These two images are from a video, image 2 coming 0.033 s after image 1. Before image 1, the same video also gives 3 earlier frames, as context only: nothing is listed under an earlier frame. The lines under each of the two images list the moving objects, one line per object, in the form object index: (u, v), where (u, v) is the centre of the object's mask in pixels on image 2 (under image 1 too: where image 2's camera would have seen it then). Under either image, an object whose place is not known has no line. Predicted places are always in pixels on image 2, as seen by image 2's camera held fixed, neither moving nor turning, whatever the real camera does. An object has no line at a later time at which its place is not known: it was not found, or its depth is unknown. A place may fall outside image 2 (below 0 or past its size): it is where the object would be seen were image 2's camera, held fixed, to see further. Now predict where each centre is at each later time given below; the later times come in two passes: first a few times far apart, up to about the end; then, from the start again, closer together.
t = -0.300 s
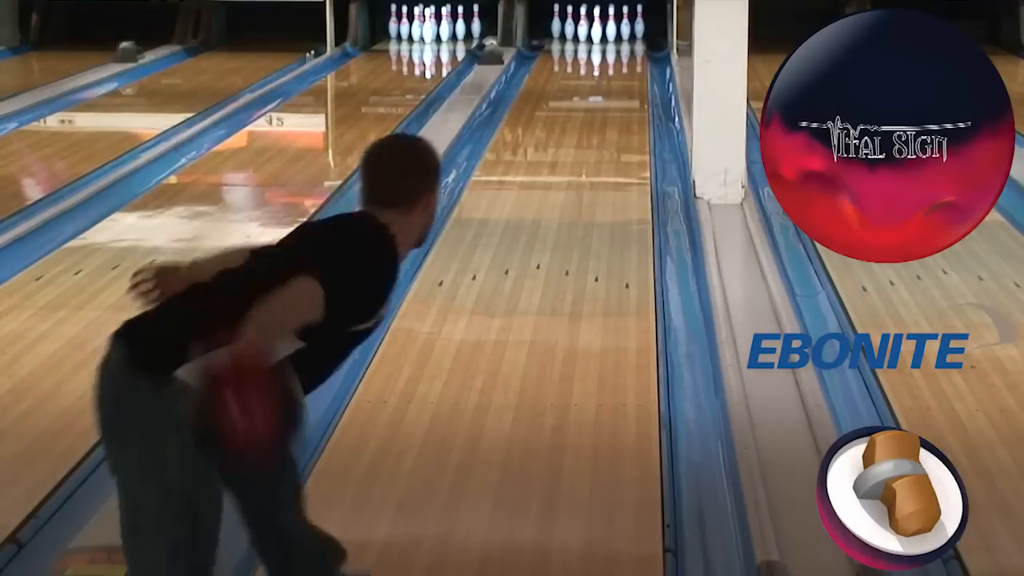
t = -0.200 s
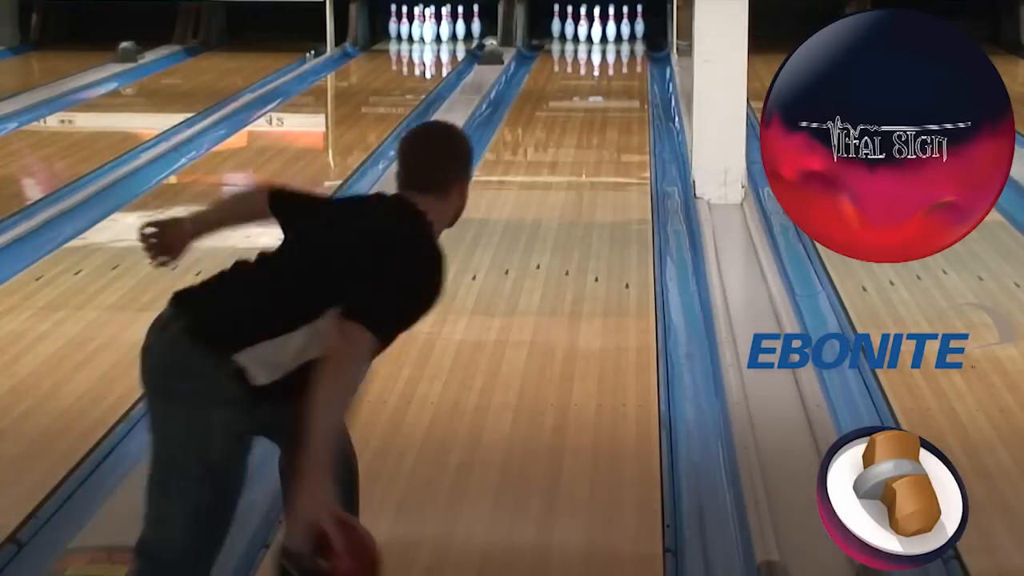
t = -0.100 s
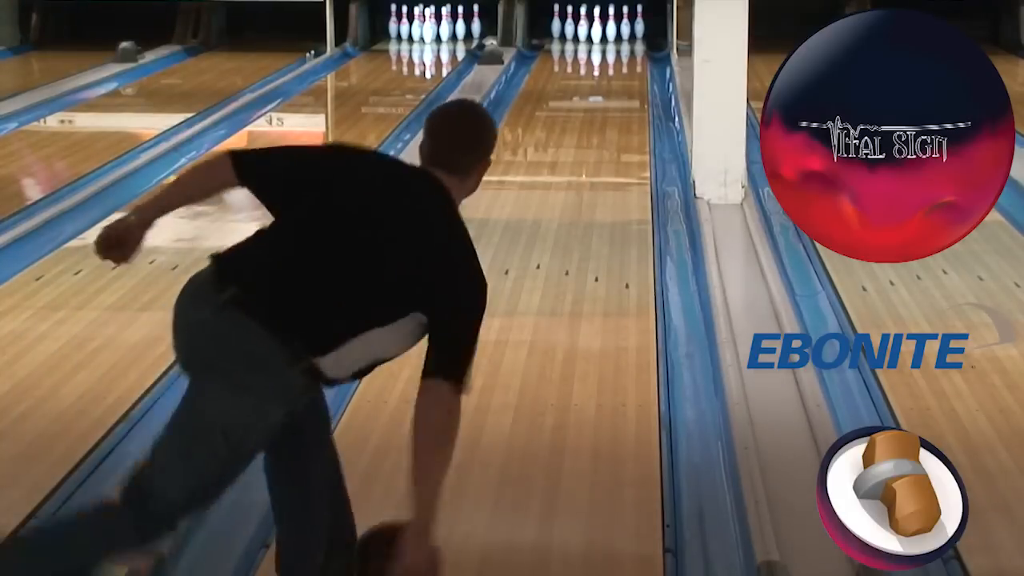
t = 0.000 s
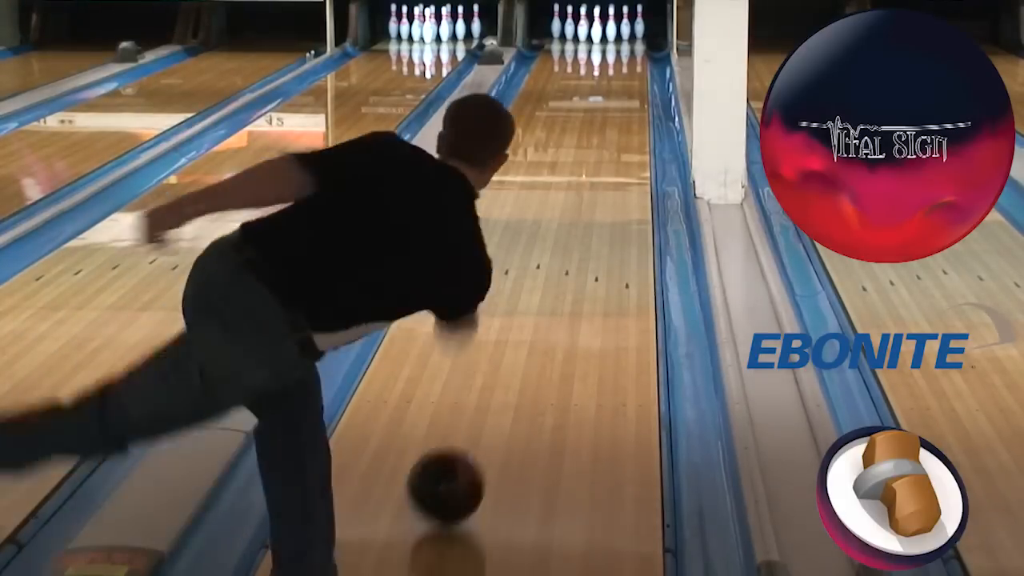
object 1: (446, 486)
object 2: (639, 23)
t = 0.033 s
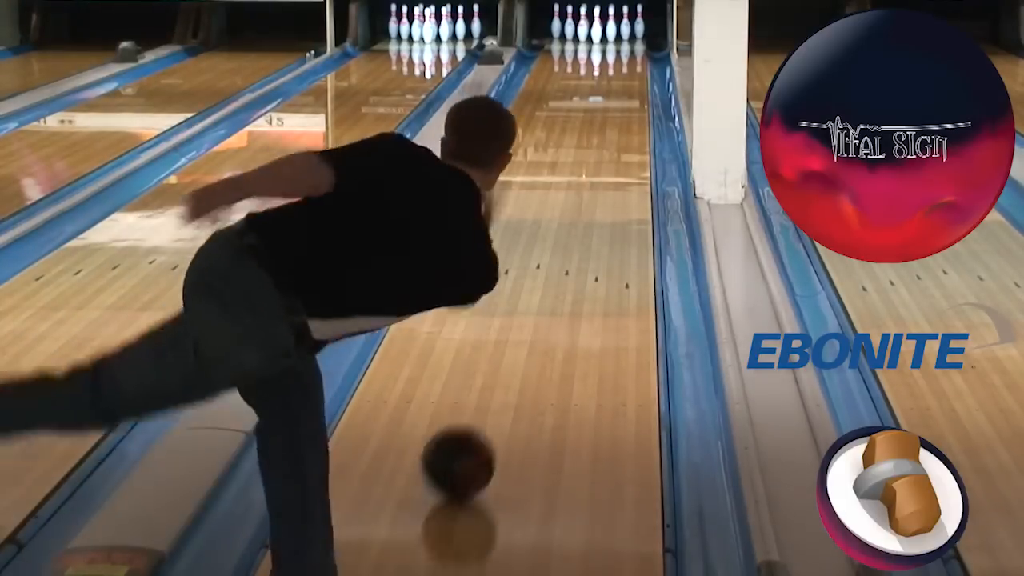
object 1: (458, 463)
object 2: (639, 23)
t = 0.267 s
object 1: (522, 326)
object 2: (639, 23)
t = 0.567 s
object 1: (569, 223)
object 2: (639, 23)
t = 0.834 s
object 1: (594, 164)
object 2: (639, 23)
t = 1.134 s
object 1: (611, 117)
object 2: (639, 23)
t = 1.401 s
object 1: (619, 88)
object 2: (639, 23)
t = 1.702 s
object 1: (621, 63)
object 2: (639, 23)
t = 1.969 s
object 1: (614, 46)
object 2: (639, 23)
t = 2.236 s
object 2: (639, 23)
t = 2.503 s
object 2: (658, 29)
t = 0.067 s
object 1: (470, 439)
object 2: (639, 23)
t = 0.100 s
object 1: (481, 417)
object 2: (639, 23)
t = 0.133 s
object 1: (490, 396)
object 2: (639, 23)
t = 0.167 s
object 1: (499, 377)
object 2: (639, 23)
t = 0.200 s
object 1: (507, 359)
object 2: (639, 23)
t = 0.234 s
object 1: (515, 342)
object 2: (639, 23)
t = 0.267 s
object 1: (522, 326)
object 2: (639, 23)
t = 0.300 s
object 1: (529, 312)
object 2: (639, 23)
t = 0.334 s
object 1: (535, 298)
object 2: (639, 23)
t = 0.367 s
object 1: (542, 287)
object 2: (639, 23)
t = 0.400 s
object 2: (639, 23)
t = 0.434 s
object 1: (555, 262)
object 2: (639, 23)
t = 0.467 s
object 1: (557, 250)
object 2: (639, 23)
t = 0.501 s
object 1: (561, 241)
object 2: (639, 23)
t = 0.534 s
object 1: (565, 231)
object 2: (639, 23)
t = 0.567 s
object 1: (569, 223)
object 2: (639, 23)
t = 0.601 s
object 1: (573, 214)
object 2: (639, 23)
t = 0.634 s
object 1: (577, 206)
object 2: (639, 23)
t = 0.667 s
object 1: (580, 198)
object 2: (639, 23)
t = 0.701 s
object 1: (583, 191)
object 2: (639, 23)
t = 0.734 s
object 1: (586, 183)
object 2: (639, 23)
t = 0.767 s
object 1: (589, 177)
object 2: (639, 23)
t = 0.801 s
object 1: (592, 170)
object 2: (639, 23)
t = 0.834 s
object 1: (594, 164)
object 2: (639, 23)
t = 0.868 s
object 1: (597, 158)
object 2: (639, 23)
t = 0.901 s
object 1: (599, 152)
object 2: (639, 23)
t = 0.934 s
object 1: (601, 147)
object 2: (639, 23)
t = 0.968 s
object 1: (603, 141)
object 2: (639, 22)
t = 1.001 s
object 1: (605, 136)
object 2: (639, 23)
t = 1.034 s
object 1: (606, 131)
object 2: (639, 23)
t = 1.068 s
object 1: (608, 126)
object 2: (639, 23)
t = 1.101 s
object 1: (609, 122)
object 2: (639, 23)
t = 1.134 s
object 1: (611, 117)
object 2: (639, 23)
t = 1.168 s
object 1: (612, 113)
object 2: (639, 23)
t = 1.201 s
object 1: (613, 109)
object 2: (639, 23)
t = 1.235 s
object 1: (614, 105)
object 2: (639, 23)
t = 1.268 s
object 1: (616, 101)
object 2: (639, 23)
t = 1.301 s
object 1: (616, 98)
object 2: (639, 23)
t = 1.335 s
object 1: (617, 94)
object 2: (639, 23)
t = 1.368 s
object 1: (618, 91)
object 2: (639, 23)
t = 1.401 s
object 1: (619, 88)
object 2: (639, 23)
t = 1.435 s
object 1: (620, 85)
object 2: (639, 23)
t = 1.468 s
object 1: (621, 82)
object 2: (639, 23)
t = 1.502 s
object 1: (621, 79)
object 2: (639, 23)
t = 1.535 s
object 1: (621, 76)
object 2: (639, 23)
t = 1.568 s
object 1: (622, 74)
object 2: (639, 23)
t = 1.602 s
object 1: (621, 70)
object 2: (639, 23)
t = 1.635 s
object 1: (621, 68)
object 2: (639, 23)
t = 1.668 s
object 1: (621, 65)
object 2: (639, 23)
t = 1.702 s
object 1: (621, 63)
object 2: (639, 23)
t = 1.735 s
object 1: (621, 60)
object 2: (639, 23)
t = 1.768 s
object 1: (620, 58)
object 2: (639, 23)
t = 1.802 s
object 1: (619, 56)
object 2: (639, 23)
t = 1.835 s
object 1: (618, 54)
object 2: (639, 23)
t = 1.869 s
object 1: (617, 52)
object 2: (639, 23)
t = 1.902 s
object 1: (617, 50)
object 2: (639, 23)
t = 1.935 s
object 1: (615, 48)
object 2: (639, 23)
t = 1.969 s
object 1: (614, 46)
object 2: (639, 23)
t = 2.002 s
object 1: (612, 44)
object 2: (639, 23)
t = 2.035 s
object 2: (639, 23)
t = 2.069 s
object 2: (639, 23)
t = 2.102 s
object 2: (639, 23)
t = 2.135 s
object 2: (639, 23)
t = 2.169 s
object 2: (639, 23)
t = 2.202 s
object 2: (639, 23)
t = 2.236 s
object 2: (639, 23)
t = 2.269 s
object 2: (639, 23)
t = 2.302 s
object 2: (639, 22)
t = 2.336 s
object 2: (642, 21)
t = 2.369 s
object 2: (647, 21)
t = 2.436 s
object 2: (658, 25)
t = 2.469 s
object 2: (659, 26)
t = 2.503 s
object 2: (658, 29)
